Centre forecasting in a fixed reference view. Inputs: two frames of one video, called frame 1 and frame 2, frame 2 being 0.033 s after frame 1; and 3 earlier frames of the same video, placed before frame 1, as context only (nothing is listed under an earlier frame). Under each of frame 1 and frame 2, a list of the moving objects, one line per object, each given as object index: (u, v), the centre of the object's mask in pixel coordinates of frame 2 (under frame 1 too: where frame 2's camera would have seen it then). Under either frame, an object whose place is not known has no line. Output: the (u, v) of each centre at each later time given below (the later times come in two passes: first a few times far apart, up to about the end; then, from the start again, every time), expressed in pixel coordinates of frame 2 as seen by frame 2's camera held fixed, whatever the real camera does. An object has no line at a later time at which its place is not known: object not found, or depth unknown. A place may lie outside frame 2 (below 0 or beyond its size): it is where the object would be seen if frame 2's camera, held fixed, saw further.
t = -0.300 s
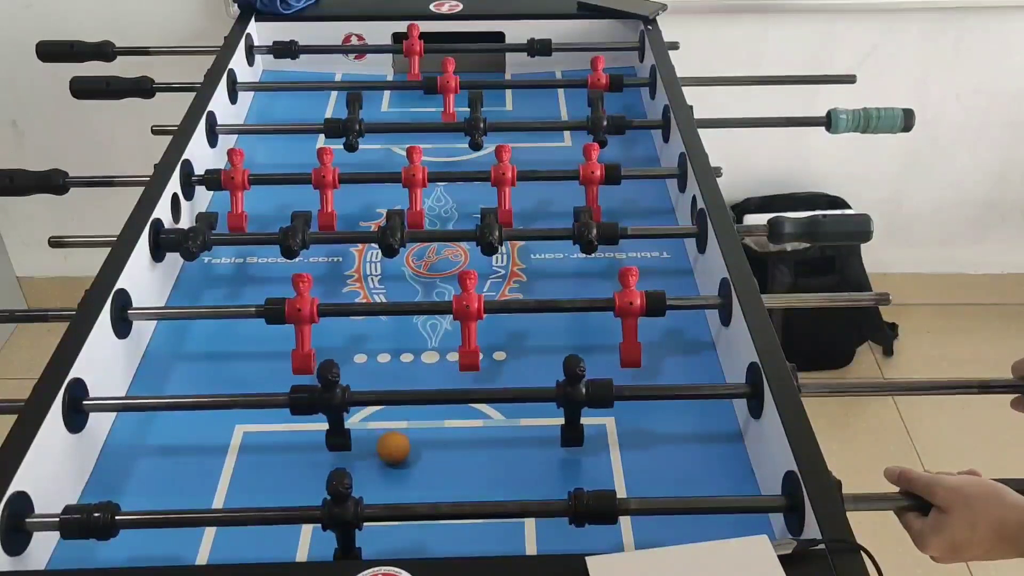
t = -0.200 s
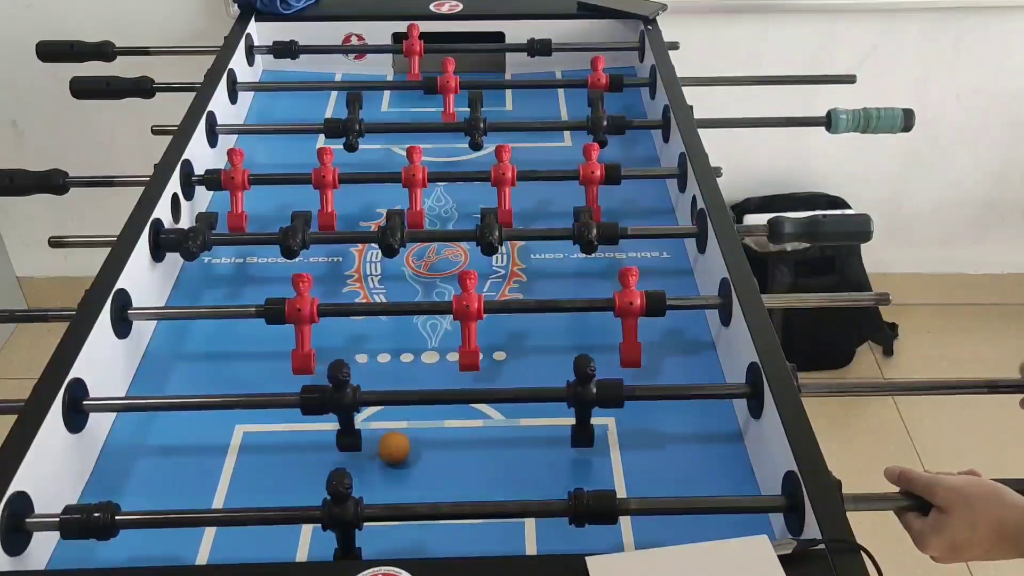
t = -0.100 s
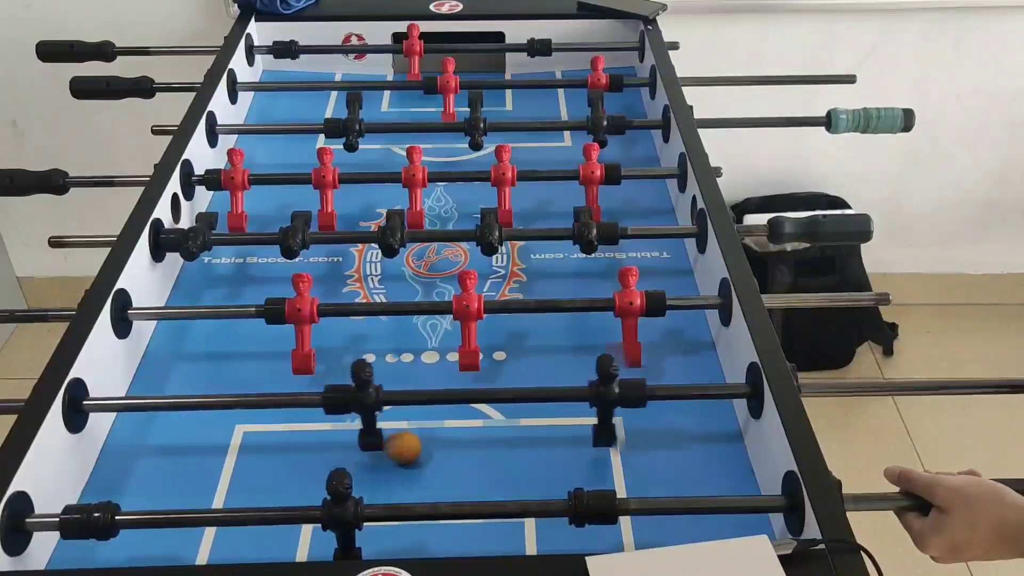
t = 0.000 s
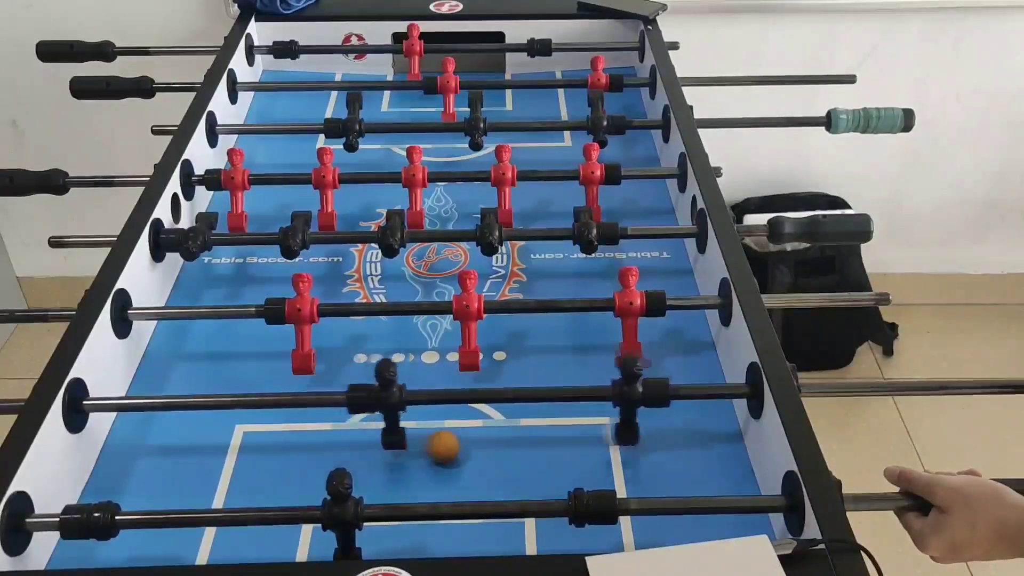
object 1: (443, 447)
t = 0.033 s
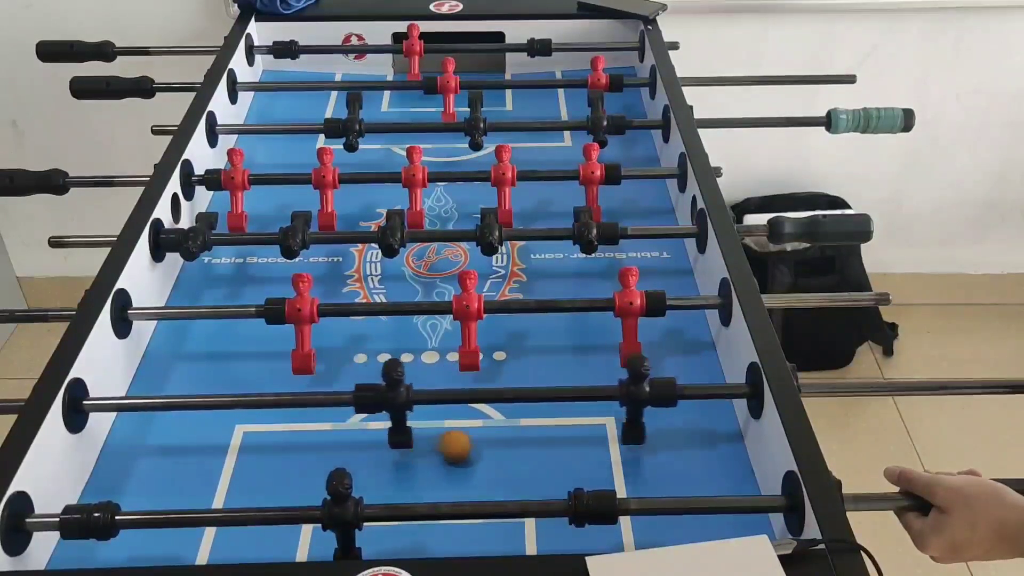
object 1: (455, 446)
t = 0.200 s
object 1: (509, 446)
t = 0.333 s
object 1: (552, 445)
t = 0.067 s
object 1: (466, 447)
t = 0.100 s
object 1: (477, 447)
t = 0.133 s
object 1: (488, 446)
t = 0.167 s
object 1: (499, 446)
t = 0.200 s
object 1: (509, 446)
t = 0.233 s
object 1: (520, 446)
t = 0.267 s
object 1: (532, 445)
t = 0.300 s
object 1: (541, 445)
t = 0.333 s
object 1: (552, 445)
